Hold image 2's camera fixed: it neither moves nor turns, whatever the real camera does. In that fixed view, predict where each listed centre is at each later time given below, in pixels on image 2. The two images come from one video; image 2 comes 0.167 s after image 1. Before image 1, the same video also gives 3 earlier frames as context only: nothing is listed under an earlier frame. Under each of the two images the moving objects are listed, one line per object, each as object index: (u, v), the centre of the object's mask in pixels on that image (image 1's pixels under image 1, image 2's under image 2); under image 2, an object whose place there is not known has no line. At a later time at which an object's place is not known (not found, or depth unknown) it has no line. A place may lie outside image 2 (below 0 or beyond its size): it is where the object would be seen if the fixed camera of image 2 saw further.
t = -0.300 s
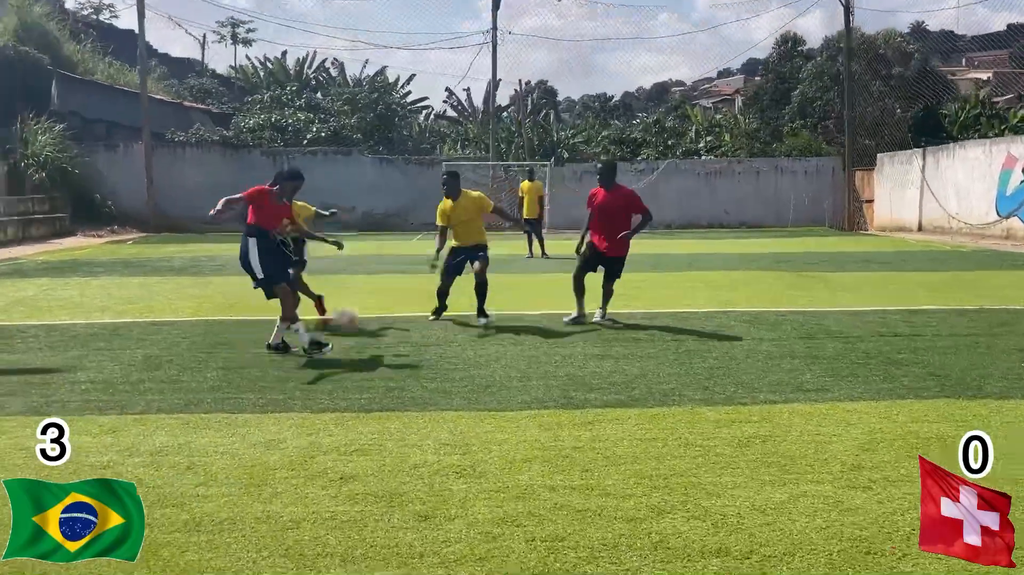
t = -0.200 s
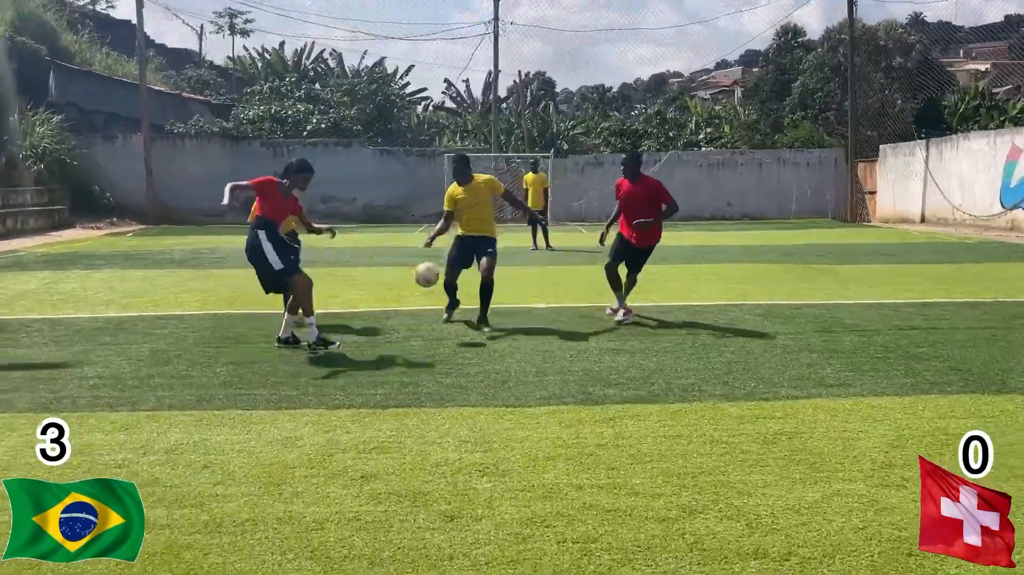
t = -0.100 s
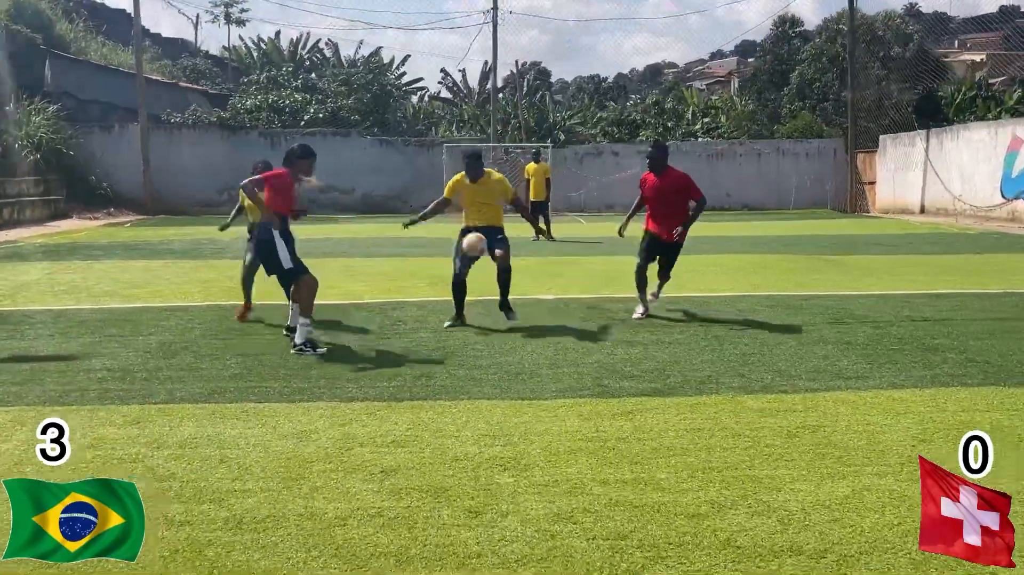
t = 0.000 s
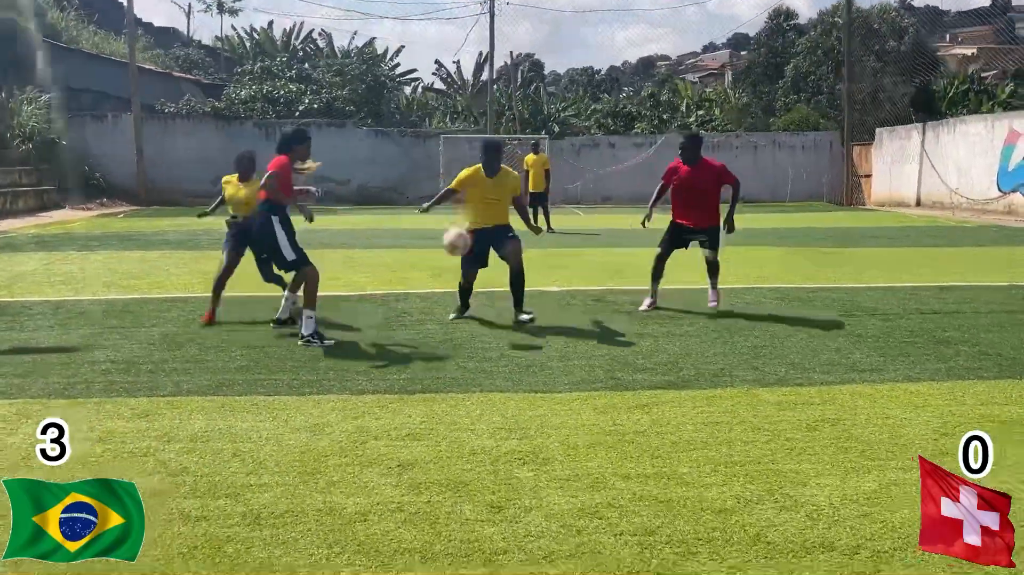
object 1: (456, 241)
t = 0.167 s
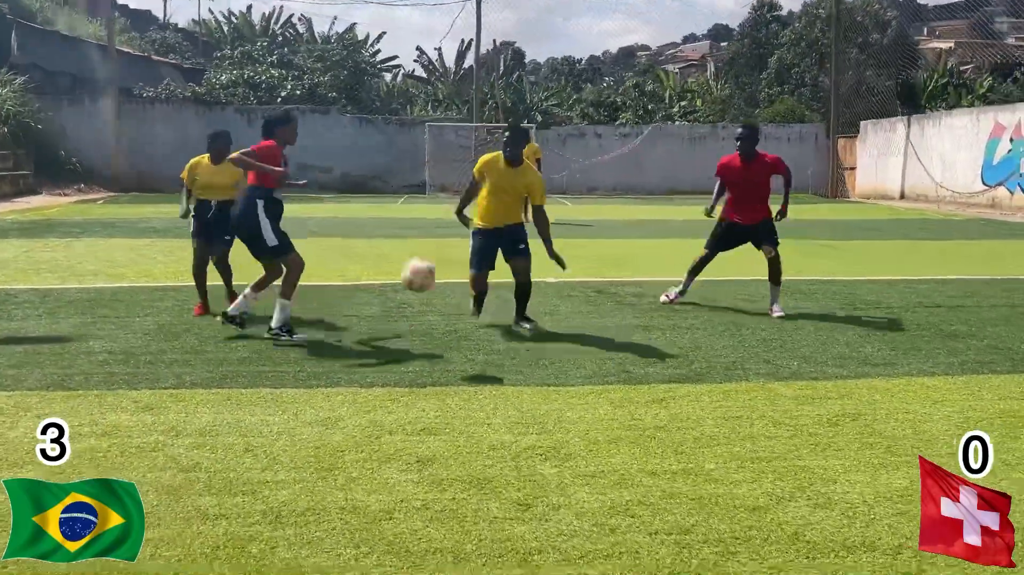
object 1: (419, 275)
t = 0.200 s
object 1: (410, 292)
